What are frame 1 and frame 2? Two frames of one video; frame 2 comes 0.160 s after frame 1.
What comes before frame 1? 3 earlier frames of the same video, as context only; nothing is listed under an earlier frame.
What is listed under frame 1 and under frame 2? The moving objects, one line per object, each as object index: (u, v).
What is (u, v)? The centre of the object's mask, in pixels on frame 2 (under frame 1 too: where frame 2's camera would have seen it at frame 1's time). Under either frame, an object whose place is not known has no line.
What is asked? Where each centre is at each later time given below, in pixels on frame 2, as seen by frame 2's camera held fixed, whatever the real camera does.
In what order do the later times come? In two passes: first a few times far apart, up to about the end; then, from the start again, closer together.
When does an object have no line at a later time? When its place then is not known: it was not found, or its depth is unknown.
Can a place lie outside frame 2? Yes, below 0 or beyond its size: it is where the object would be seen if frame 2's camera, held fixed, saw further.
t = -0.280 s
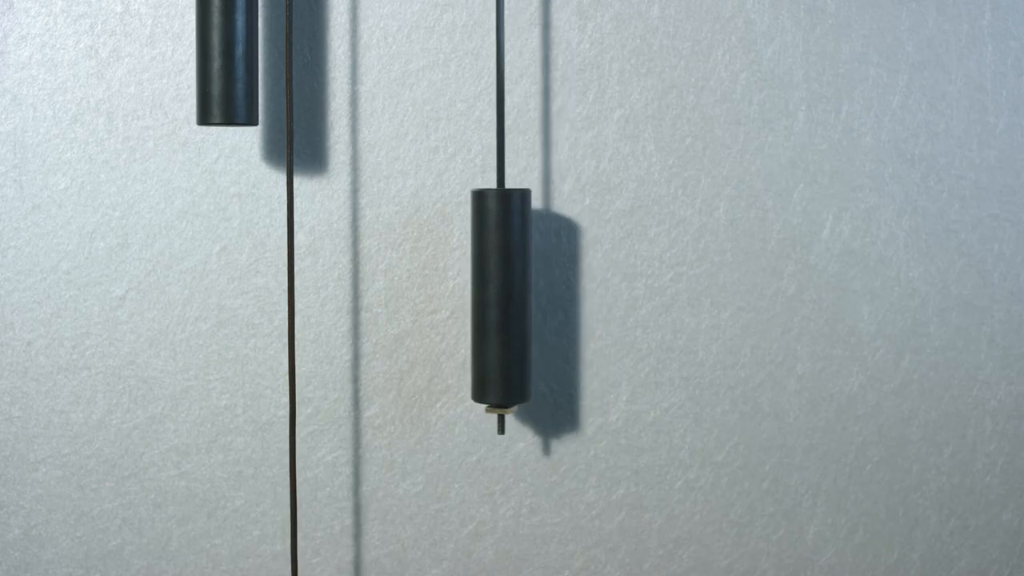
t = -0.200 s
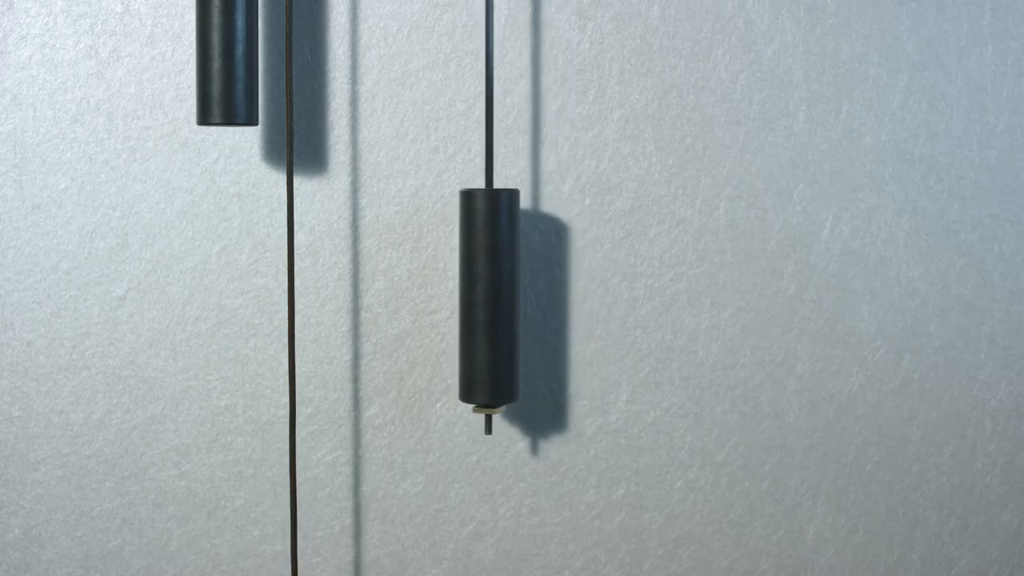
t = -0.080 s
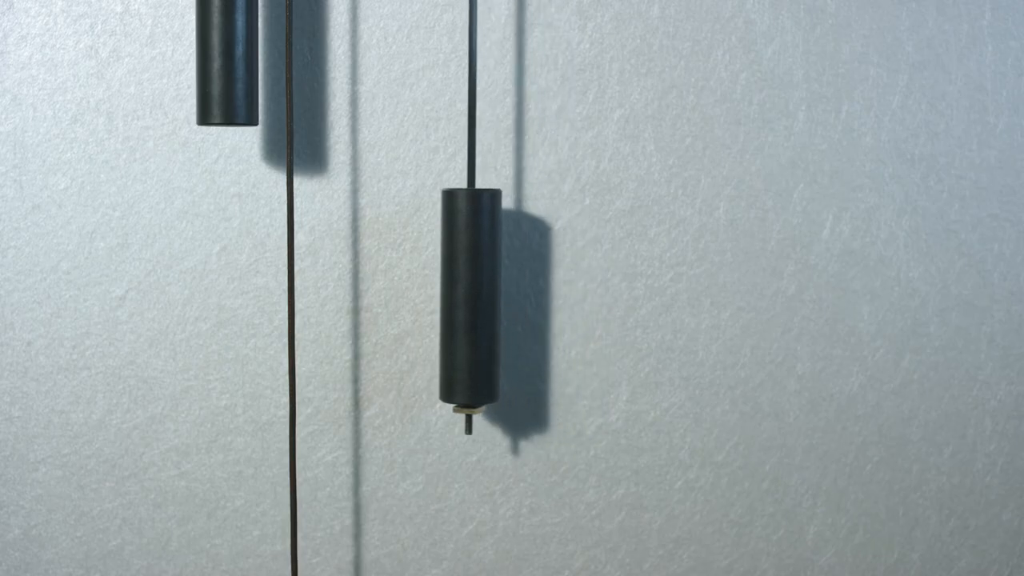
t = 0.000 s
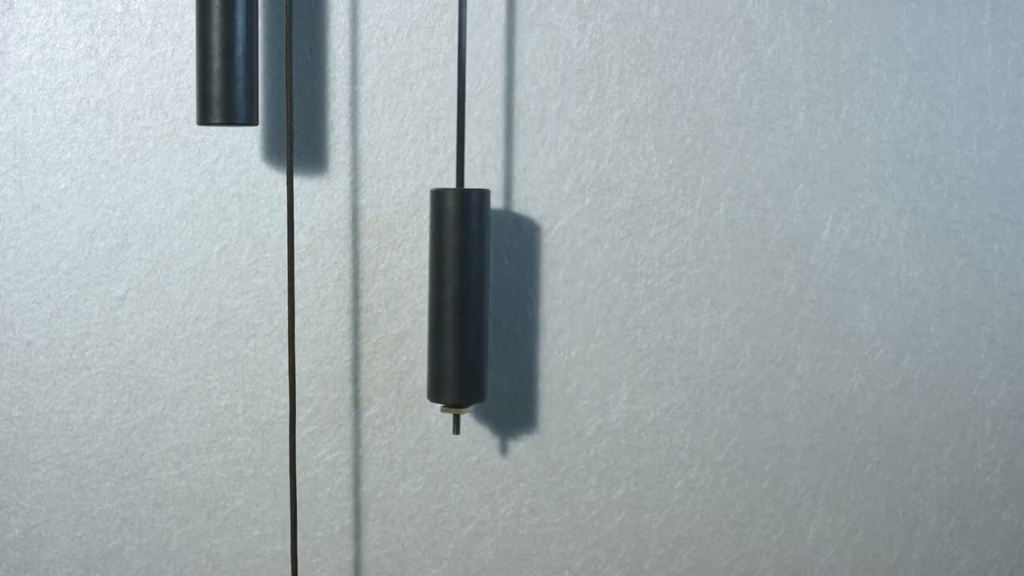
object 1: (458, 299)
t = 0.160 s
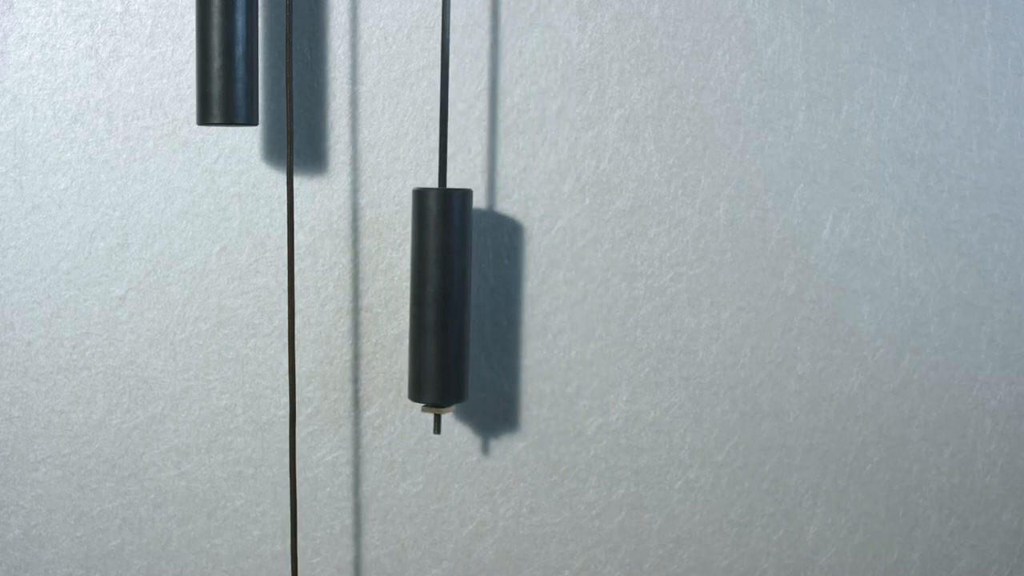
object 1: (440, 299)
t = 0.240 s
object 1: (434, 298)
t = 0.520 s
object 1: (439, 298)
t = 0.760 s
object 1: (469, 299)
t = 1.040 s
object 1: (511, 299)
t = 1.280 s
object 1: (530, 299)
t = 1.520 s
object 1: (526, 298)
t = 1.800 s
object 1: (492, 298)
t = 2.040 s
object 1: (456, 298)
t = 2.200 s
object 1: (438, 298)
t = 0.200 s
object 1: (437, 298)
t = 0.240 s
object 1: (434, 298)
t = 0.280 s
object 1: (433, 298)
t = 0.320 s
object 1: (432, 298)
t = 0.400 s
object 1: (432, 298)
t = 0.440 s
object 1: (434, 298)
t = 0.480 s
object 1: (436, 298)
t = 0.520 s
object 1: (439, 298)
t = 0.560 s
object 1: (443, 298)
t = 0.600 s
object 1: (447, 299)
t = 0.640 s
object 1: (452, 298)
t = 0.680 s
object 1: (457, 297)
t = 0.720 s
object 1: (463, 299)
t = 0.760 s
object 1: (469, 299)
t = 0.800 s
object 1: (475, 299)
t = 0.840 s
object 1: (481, 299)
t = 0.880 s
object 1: (487, 299)
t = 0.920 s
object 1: (494, 299)
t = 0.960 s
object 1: (500, 299)
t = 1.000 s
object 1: (506, 299)
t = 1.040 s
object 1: (511, 299)
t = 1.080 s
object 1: (516, 298)
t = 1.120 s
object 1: (520, 298)
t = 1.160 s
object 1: (522, 298)
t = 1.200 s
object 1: (525, 299)
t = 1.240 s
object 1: (528, 298)
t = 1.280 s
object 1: (530, 299)
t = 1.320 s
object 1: (531, 298)
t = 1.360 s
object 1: (532, 298)
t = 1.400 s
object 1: (532, 298)
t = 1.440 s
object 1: (531, 298)
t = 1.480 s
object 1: (529, 298)
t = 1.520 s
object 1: (526, 298)
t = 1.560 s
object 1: (523, 299)
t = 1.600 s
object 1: (519, 298)
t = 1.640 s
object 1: (515, 298)
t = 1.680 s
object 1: (509, 299)
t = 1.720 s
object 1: (504, 299)
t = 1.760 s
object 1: (498, 299)
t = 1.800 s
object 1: (492, 298)
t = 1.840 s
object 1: (486, 299)
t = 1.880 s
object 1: (480, 299)
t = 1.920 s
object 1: (473, 299)
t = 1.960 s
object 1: (467, 299)
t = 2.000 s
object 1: (461, 299)
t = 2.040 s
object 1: (456, 298)
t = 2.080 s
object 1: (451, 299)
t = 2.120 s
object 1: (446, 299)
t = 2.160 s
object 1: (442, 298)
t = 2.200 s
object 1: (438, 298)
